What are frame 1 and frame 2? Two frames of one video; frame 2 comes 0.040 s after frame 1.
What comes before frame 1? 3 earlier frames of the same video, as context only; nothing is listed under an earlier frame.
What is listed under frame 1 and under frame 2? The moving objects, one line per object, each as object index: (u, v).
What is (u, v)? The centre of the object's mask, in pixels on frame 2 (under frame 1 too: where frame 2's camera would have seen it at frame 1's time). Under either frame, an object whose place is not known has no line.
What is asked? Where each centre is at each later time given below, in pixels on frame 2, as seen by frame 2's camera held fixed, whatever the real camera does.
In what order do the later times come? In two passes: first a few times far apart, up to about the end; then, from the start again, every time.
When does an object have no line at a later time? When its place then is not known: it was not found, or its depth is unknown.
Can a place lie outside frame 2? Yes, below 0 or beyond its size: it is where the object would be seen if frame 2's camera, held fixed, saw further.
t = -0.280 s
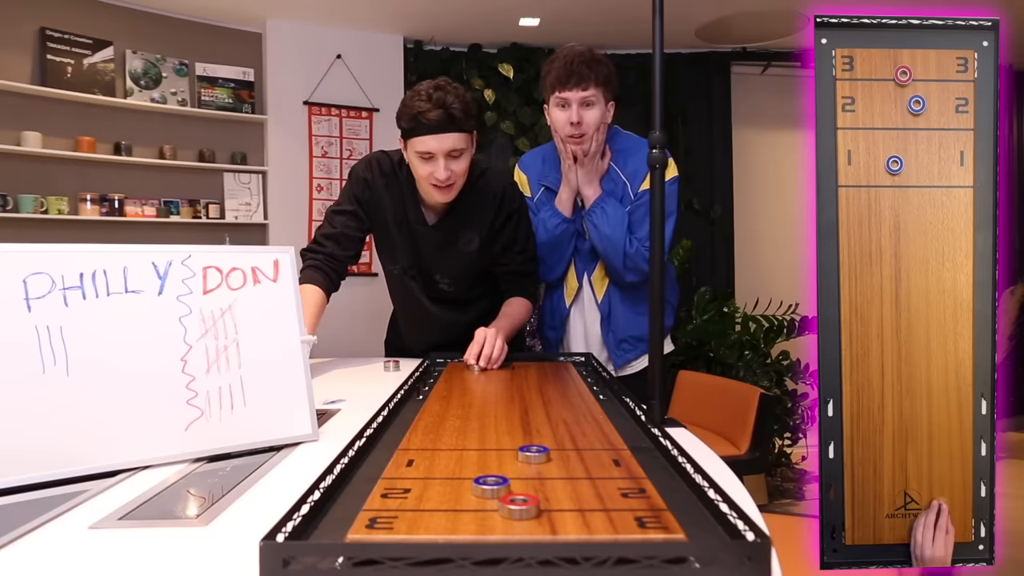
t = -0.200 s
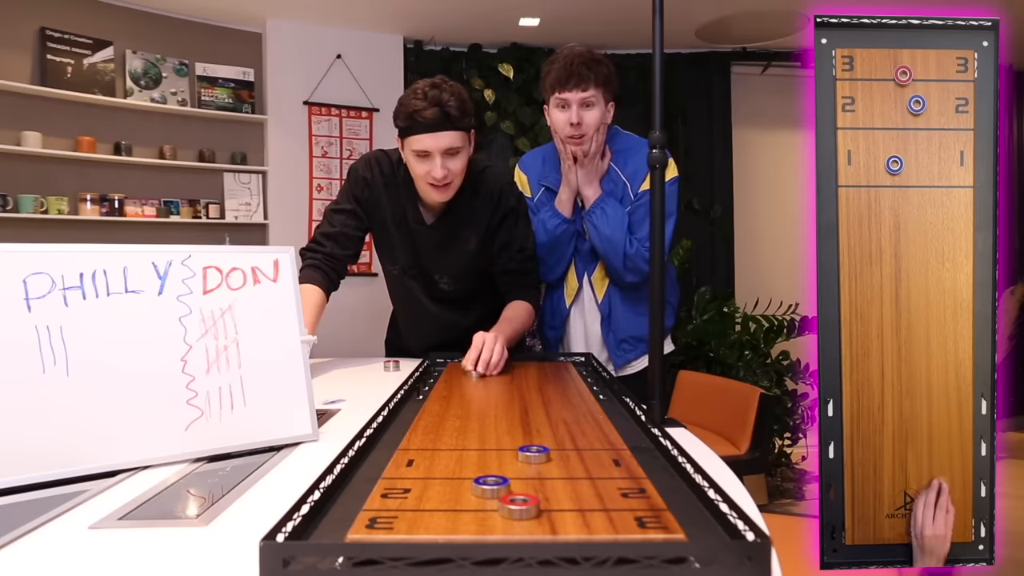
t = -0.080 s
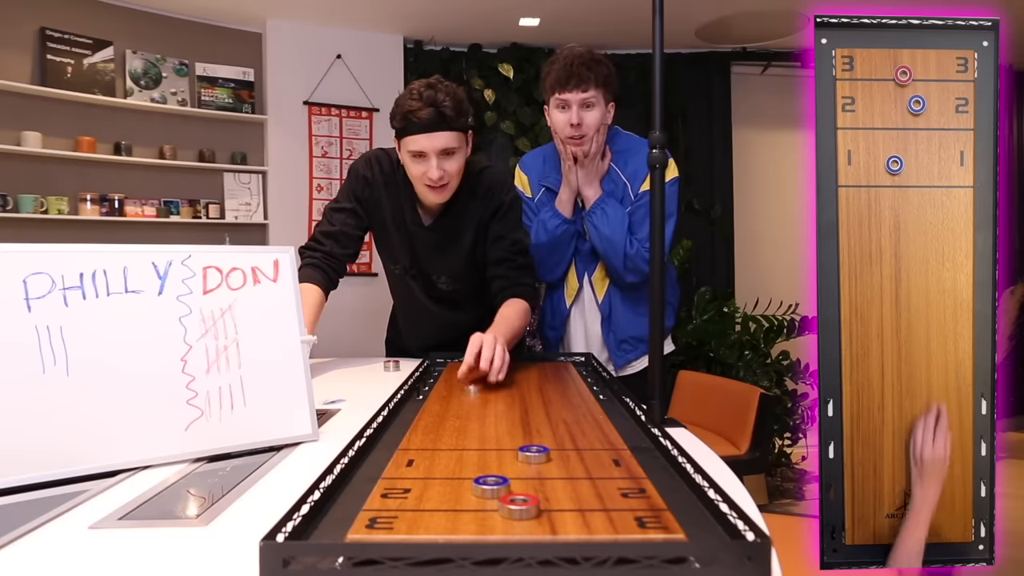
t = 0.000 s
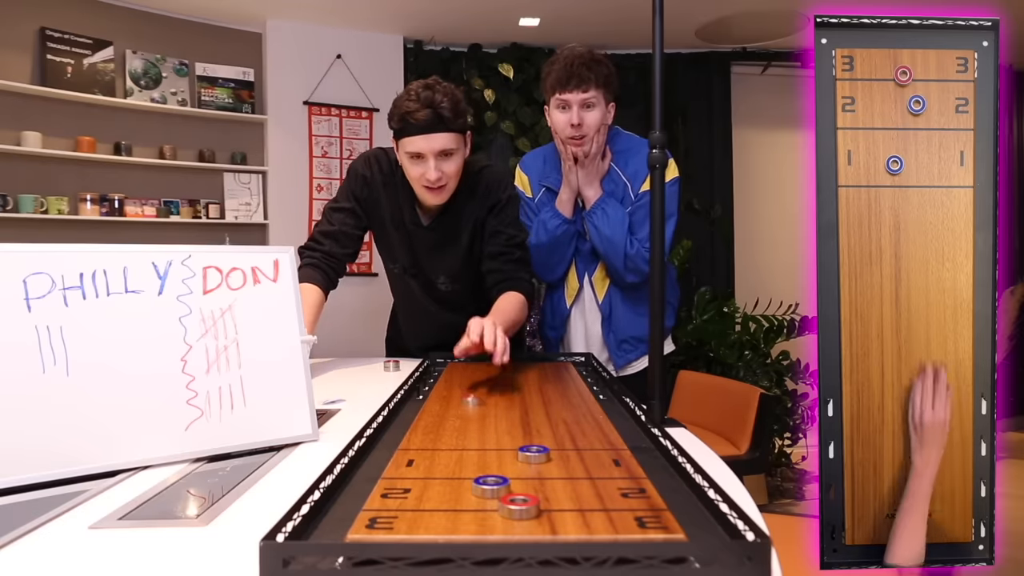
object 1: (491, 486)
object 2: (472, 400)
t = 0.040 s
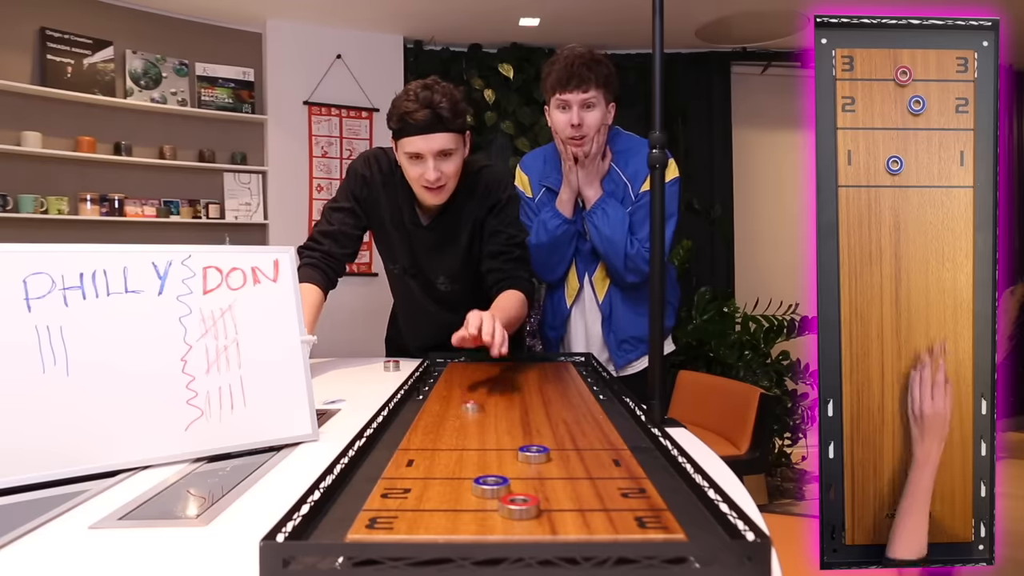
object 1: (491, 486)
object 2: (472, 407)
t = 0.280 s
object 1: (491, 486)
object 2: (473, 446)
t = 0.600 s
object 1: (495, 493)
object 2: (478, 477)
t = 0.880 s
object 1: (495, 493)
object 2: (478, 477)
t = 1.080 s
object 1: (495, 493)
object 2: (478, 477)
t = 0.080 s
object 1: (491, 486)
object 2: (471, 413)
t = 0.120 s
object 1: (491, 486)
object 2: (471, 419)
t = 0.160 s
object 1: (491, 486)
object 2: (471, 426)
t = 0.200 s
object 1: (491, 486)
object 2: (471, 433)
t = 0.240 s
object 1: (491, 486)
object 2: (471, 440)
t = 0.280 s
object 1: (491, 486)
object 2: (473, 446)
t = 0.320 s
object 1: (491, 486)
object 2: (475, 454)
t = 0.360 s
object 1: (491, 486)
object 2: (476, 460)
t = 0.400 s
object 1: (491, 486)
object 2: (477, 466)
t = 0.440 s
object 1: (491, 486)
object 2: (478, 469)
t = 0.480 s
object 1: (492, 488)
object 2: (476, 474)
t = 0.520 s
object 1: (493, 490)
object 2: (477, 476)
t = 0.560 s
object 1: (495, 492)
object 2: (478, 477)
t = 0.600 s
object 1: (495, 493)
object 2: (478, 477)
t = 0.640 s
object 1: (495, 493)
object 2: (478, 477)
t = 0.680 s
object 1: (495, 493)
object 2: (478, 477)
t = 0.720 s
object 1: (495, 493)
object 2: (478, 477)
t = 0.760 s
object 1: (495, 493)
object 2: (478, 477)
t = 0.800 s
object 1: (495, 493)
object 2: (478, 477)
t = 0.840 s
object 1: (495, 493)
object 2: (478, 477)
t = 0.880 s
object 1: (495, 493)
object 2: (478, 477)
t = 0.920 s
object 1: (495, 493)
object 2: (478, 477)
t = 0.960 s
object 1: (495, 493)
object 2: (478, 477)
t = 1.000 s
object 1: (495, 493)
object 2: (478, 477)
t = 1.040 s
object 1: (495, 493)
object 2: (478, 477)
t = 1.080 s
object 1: (495, 493)
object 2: (478, 477)
